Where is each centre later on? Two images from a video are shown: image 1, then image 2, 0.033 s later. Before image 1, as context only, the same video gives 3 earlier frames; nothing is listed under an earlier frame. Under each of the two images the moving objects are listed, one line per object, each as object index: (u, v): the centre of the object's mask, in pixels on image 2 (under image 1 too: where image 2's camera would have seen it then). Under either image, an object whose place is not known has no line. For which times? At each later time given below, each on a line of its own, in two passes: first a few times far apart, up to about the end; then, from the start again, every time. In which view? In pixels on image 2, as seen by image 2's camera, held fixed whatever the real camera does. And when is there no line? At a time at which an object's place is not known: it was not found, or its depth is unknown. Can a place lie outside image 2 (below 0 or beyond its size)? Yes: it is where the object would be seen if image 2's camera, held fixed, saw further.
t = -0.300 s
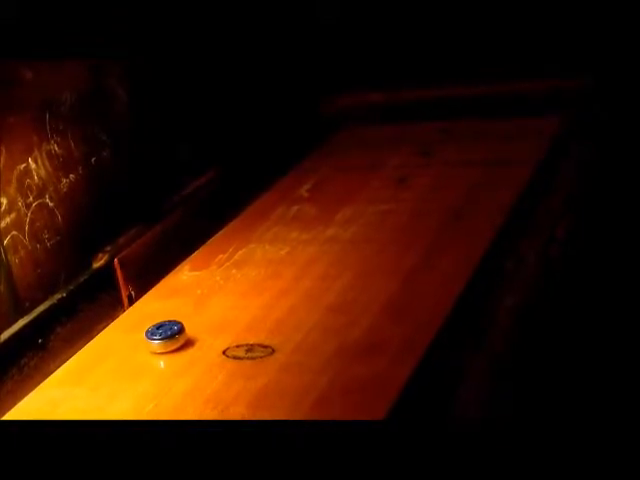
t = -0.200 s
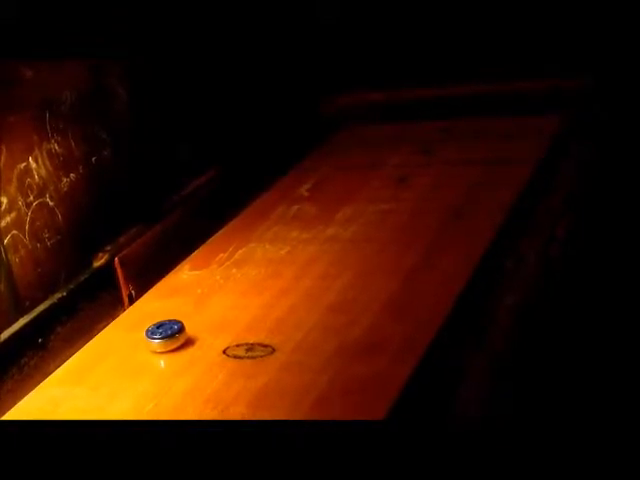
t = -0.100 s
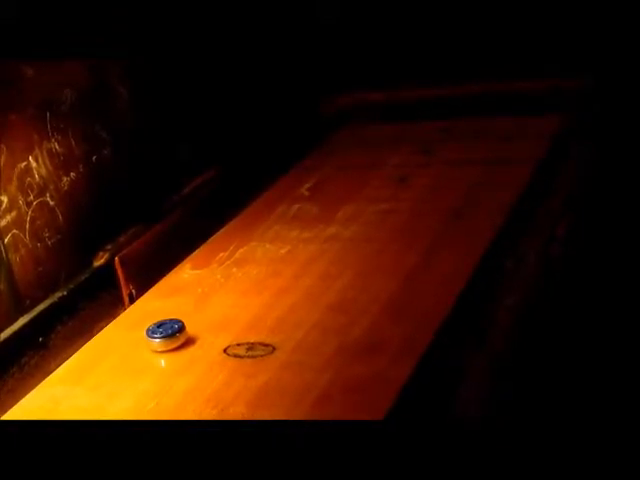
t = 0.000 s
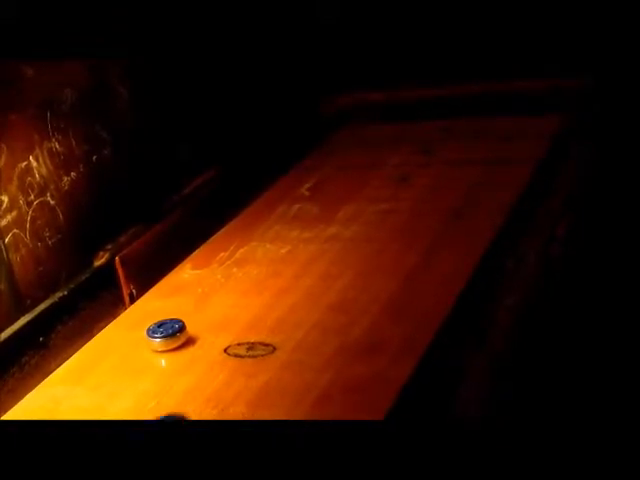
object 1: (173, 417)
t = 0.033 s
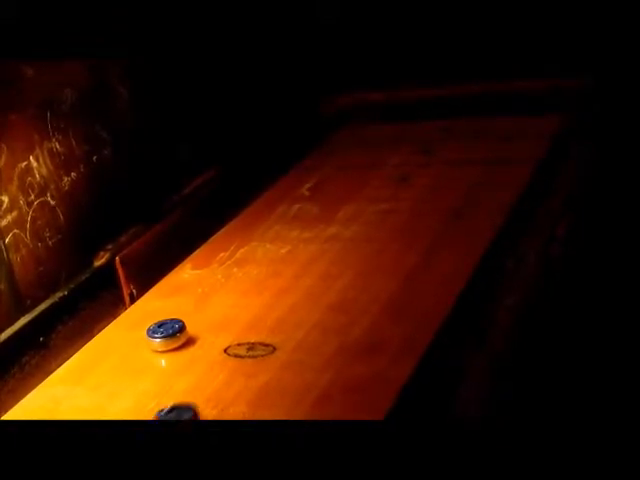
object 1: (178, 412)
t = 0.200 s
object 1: (216, 375)
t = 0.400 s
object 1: (253, 331)
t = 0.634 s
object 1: (287, 292)
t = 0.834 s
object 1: (309, 266)
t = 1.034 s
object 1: (326, 245)
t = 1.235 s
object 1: (340, 229)
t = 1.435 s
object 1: (349, 218)
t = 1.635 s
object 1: (356, 210)
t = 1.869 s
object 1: (359, 205)
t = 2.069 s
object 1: (361, 203)
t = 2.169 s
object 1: (360, 203)
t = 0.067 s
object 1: (186, 407)
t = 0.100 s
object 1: (195, 401)
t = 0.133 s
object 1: (202, 393)
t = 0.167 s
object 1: (209, 384)
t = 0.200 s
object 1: (216, 375)
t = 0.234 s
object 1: (223, 367)
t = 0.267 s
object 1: (230, 359)
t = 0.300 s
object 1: (236, 352)
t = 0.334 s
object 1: (242, 345)
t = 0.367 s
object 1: (247, 339)
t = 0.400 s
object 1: (253, 331)
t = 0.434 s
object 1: (259, 325)
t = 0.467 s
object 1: (264, 319)
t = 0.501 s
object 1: (269, 313)
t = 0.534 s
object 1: (274, 307)
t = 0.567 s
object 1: (278, 302)
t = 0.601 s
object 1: (282, 297)
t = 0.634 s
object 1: (287, 292)
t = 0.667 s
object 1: (291, 287)
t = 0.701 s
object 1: (295, 282)
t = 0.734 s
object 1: (299, 278)
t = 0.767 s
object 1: (303, 274)
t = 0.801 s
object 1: (306, 270)
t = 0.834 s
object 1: (309, 266)
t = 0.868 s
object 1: (312, 262)
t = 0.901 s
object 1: (316, 259)
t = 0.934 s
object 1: (319, 255)
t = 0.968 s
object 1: (322, 252)
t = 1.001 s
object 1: (324, 248)
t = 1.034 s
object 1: (326, 245)
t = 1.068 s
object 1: (329, 242)
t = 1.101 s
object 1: (332, 240)
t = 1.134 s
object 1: (334, 237)
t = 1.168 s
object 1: (336, 234)
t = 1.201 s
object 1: (338, 232)
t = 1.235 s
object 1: (340, 229)
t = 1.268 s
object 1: (342, 227)
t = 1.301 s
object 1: (344, 225)
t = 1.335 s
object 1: (345, 223)
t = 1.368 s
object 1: (347, 220)
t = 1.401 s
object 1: (348, 219)
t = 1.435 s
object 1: (349, 218)
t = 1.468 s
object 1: (350, 216)
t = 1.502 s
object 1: (351, 215)
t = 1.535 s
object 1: (352, 214)
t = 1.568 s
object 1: (354, 213)
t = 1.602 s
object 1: (355, 211)
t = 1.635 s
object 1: (356, 210)
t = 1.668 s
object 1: (357, 209)
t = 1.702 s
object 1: (357, 208)
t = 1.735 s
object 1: (358, 207)
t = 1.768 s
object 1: (359, 207)
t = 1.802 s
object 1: (359, 206)
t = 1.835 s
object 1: (359, 205)
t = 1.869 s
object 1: (359, 205)
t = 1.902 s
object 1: (360, 204)
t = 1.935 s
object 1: (360, 204)
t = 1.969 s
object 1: (360, 203)
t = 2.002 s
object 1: (360, 203)
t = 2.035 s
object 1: (360, 203)
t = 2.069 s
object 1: (361, 203)
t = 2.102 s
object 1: (361, 203)
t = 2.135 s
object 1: (360, 202)
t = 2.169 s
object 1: (360, 203)
